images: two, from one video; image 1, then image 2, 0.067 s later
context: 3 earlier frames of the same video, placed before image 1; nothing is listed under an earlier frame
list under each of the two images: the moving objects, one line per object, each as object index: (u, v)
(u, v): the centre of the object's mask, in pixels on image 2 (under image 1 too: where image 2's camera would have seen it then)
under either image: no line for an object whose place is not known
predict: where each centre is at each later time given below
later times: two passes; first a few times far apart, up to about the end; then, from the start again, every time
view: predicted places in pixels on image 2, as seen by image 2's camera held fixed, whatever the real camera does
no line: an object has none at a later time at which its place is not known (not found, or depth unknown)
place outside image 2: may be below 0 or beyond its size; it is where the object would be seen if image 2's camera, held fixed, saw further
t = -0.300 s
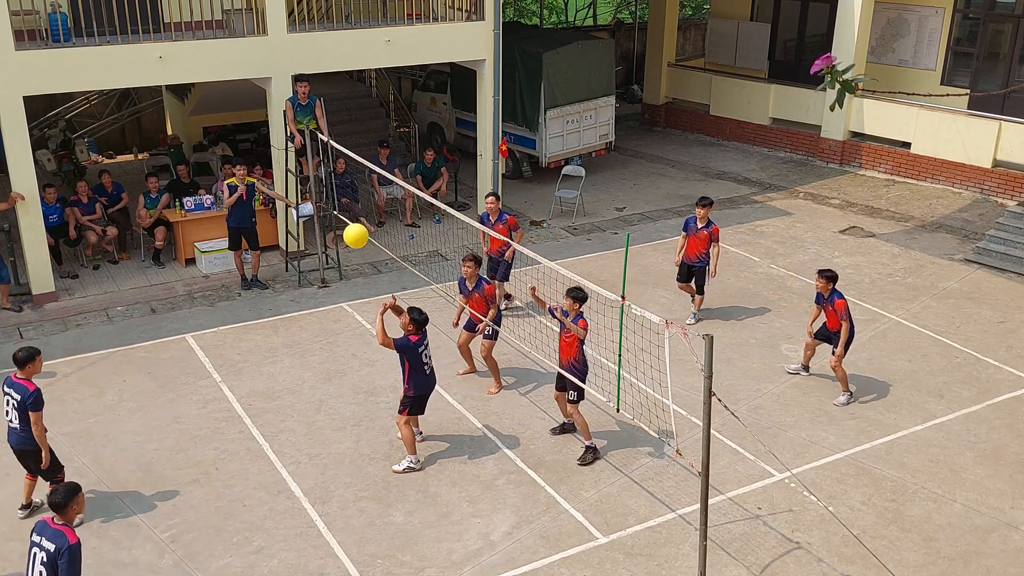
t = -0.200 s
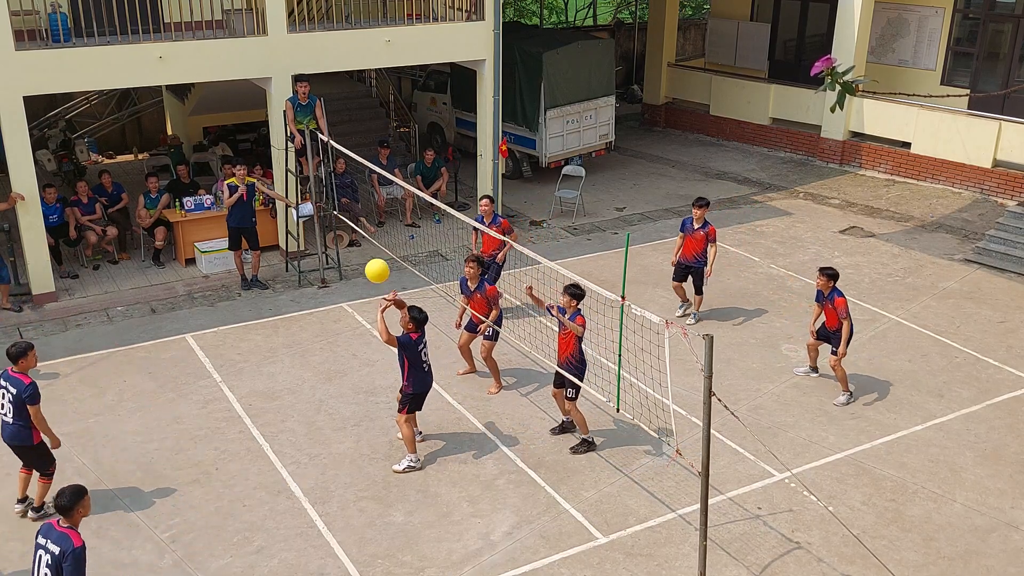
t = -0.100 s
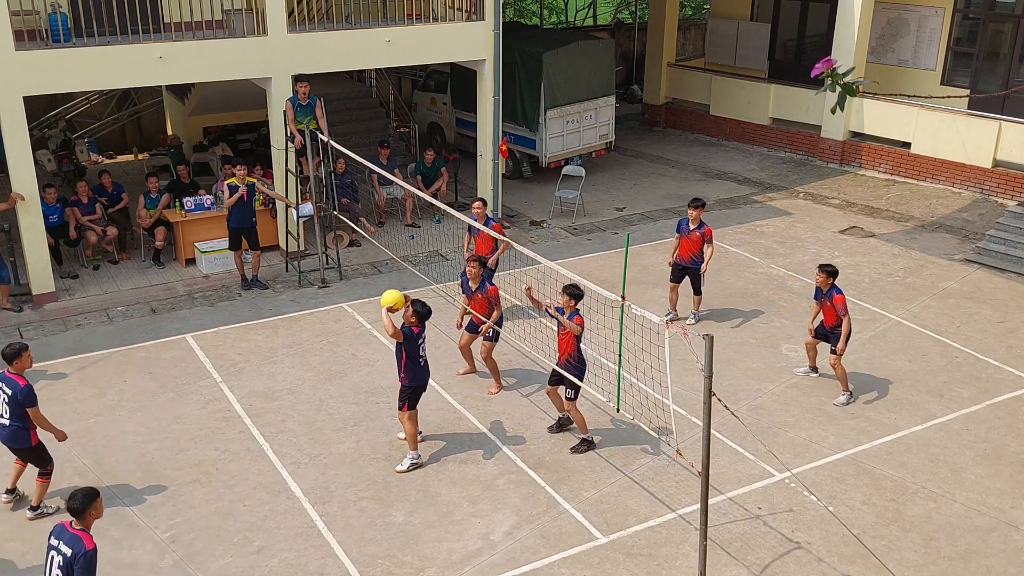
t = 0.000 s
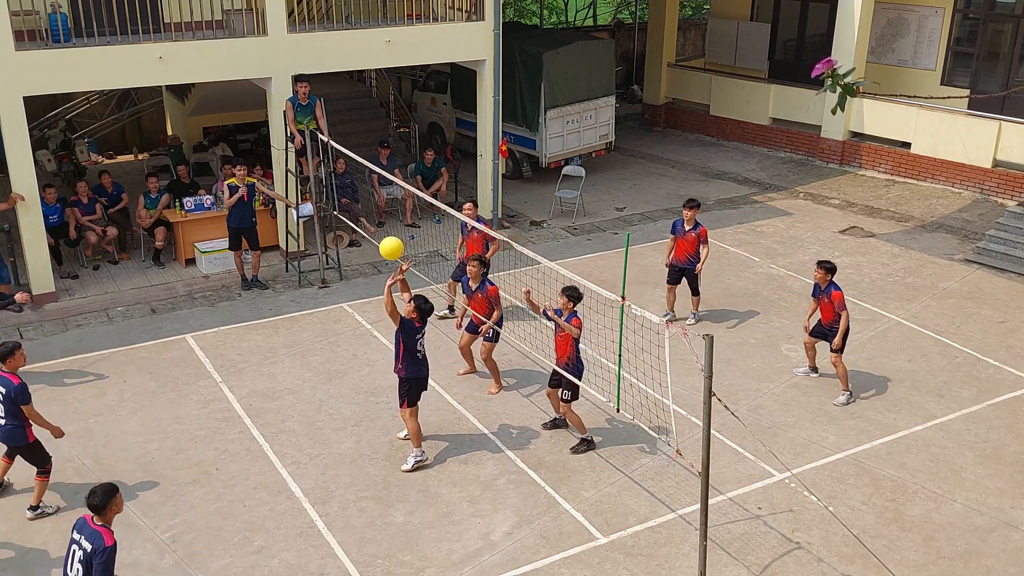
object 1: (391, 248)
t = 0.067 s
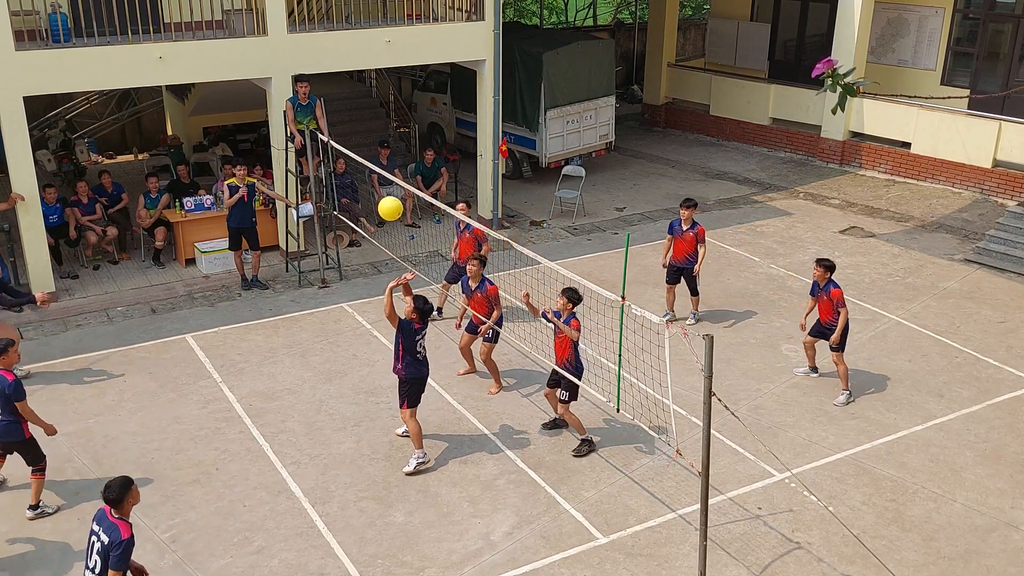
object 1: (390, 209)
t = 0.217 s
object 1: (388, 132)
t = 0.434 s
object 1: (386, 62)
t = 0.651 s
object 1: (384, 43)
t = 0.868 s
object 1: (386, 78)
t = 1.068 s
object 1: (389, 154)
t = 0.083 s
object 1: (390, 199)
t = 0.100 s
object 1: (390, 190)
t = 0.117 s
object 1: (390, 181)
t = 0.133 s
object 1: (389, 172)
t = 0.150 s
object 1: (389, 164)
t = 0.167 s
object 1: (389, 155)
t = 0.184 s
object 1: (388, 148)
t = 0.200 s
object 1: (388, 140)
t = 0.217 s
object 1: (388, 132)
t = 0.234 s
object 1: (388, 125)
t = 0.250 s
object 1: (388, 118)
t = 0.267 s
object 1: (387, 112)
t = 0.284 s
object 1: (387, 105)
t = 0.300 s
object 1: (387, 99)
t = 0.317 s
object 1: (387, 94)
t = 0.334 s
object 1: (387, 88)
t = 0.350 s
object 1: (387, 83)
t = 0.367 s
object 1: (386, 78)
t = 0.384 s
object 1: (386, 73)
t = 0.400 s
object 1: (386, 69)
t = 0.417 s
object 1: (386, 65)
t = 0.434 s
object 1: (386, 62)
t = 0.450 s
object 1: (385, 58)
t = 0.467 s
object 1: (385, 55)
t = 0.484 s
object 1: (385, 52)
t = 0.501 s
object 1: (385, 50)
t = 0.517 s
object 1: (385, 48)
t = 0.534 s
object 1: (385, 46)
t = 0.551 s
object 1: (385, 45)
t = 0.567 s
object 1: (385, 44)
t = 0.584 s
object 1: (384, 43)
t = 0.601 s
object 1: (384, 43)
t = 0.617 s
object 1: (384, 42)
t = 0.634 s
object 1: (384, 43)
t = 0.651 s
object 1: (384, 43)
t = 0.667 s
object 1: (385, 44)
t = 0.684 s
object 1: (384, 45)
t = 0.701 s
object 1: (385, 46)
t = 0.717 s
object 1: (385, 48)
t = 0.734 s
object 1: (385, 50)
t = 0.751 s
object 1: (385, 53)
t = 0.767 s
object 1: (385, 55)
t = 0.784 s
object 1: (385, 58)
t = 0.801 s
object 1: (385, 62)
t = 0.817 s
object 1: (386, 66)
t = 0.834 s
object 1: (386, 69)
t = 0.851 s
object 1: (386, 73)
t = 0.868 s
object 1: (386, 78)
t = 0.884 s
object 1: (386, 83)
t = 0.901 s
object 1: (387, 88)
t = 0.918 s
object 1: (387, 93)
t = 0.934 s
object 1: (387, 99)
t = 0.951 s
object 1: (387, 105)
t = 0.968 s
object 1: (387, 111)
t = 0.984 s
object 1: (388, 118)
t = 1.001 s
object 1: (388, 124)
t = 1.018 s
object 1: (388, 131)
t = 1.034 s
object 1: (388, 139)
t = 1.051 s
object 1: (389, 146)
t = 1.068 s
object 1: (389, 154)
